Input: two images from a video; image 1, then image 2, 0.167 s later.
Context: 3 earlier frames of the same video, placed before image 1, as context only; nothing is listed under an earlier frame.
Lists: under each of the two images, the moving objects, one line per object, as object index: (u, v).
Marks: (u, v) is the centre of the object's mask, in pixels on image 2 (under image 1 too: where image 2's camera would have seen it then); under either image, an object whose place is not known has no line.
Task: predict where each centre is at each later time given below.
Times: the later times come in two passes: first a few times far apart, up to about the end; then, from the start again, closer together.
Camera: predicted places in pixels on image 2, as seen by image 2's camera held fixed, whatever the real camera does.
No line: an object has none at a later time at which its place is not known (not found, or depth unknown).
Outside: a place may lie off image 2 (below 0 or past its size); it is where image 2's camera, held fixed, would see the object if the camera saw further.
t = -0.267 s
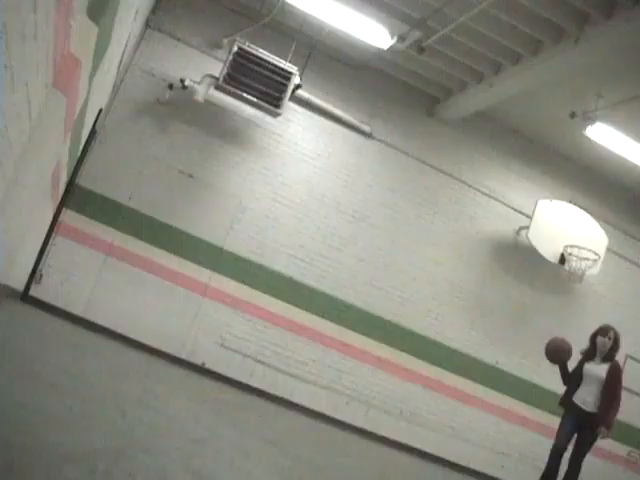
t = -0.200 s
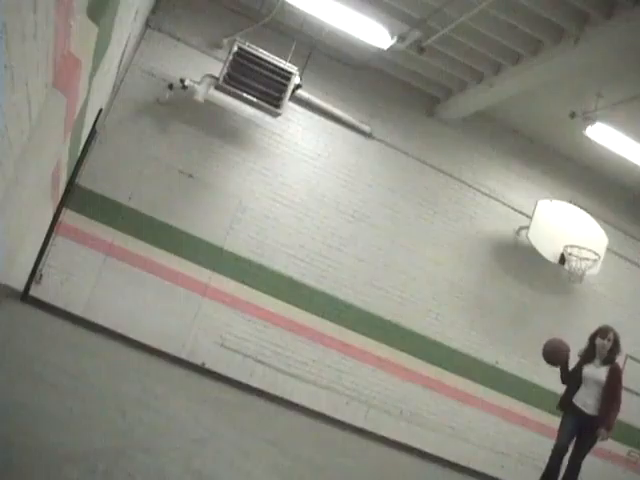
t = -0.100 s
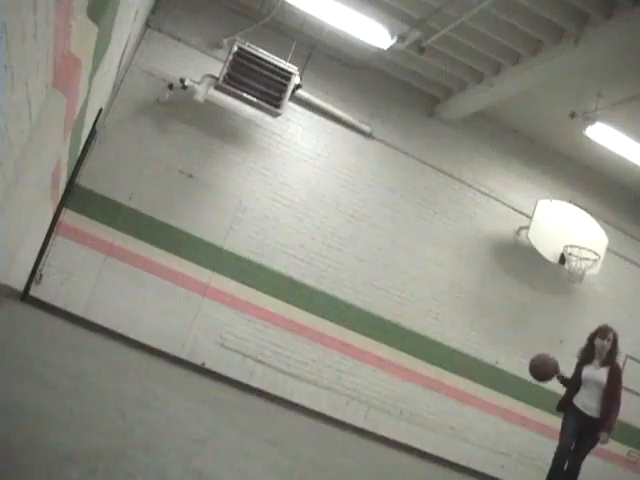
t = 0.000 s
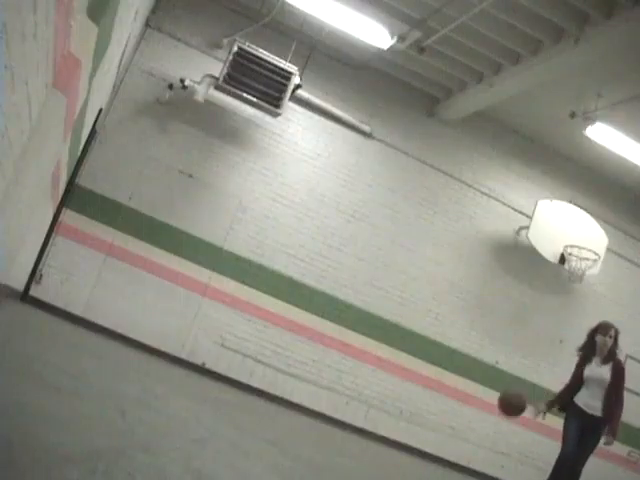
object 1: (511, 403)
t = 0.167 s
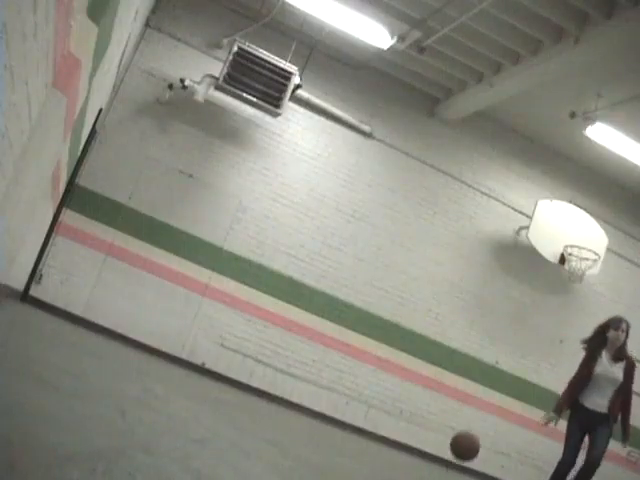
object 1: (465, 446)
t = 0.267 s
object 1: (473, 403)
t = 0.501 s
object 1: (477, 347)
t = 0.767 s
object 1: (453, 365)
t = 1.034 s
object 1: (414, 426)
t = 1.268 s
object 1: (414, 371)
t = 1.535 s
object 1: (383, 393)
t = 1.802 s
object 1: (362, 384)
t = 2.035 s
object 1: (340, 386)
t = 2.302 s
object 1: (317, 378)
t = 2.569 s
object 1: (285, 387)
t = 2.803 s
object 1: (263, 377)
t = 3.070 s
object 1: (238, 368)
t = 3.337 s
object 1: (210, 364)
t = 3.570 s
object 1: (186, 351)
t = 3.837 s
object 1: (157, 341)
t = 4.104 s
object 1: (127, 331)
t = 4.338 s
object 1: (101, 320)
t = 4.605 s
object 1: (69, 307)
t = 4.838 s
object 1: (40, 295)
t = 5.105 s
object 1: (36, 292)
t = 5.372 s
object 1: (46, 297)
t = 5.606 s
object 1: (56, 301)
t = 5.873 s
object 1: (66, 304)
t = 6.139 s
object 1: (75, 308)
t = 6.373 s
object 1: (84, 312)
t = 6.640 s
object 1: (93, 315)
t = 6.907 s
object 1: (101, 319)
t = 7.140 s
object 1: (108, 321)
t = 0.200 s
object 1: (468, 430)
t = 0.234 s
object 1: (471, 416)
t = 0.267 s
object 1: (473, 403)
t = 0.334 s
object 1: (476, 382)
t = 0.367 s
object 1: (478, 371)
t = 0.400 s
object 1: (478, 364)
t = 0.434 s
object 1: (478, 357)
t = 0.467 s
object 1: (478, 352)
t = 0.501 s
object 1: (477, 347)
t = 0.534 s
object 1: (475, 345)
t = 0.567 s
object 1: (474, 343)
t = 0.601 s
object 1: (472, 343)
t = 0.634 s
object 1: (469, 345)
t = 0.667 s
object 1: (466, 347)
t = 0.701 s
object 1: (462, 352)
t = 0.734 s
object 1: (458, 357)
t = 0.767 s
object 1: (453, 365)
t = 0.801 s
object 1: (448, 374)
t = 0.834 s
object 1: (442, 383)
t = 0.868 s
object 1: (437, 394)
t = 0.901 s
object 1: (430, 407)
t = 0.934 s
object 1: (423, 421)
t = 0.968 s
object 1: (415, 437)
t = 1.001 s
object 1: (412, 440)
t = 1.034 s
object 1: (414, 426)
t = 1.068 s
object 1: (416, 414)
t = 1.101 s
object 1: (416, 404)
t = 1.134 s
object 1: (417, 394)
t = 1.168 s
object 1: (416, 386)
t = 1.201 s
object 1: (417, 380)
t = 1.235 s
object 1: (416, 375)
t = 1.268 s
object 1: (414, 371)
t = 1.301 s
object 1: (412, 369)
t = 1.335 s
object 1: (409, 368)
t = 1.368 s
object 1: (406, 369)
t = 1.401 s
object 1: (403, 370)
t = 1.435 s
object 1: (399, 373)
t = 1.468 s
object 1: (394, 379)
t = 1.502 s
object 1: (389, 385)
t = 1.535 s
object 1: (383, 393)
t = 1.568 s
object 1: (376, 403)
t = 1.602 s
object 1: (369, 414)
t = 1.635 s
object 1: (362, 426)
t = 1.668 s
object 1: (362, 416)
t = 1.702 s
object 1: (363, 405)
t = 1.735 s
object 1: (363, 396)
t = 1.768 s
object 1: (363, 389)
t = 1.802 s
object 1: (362, 384)
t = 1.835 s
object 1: (361, 379)
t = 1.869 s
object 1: (359, 376)
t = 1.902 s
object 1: (356, 375)
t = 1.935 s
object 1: (353, 376)
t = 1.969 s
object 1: (349, 378)
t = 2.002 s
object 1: (345, 381)
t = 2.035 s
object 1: (340, 386)
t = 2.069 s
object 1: (334, 393)
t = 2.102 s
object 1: (329, 401)
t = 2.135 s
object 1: (322, 410)
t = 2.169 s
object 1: (322, 402)
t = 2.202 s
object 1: (321, 393)
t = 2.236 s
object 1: (321, 386)
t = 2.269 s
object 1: (319, 381)
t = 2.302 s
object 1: (317, 378)
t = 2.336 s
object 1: (314, 375)
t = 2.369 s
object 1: (311, 375)
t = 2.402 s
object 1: (307, 376)
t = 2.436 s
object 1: (302, 379)
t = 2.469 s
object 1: (297, 384)
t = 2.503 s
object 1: (291, 390)
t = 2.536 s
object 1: (286, 394)
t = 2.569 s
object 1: (285, 387)
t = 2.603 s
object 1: (284, 380)
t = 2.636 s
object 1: (282, 375)
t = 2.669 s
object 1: (279, 372)
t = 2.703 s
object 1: (276, 371)
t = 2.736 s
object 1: (273, 371)
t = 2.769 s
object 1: (268, 373)
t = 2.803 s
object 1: (263, 377)
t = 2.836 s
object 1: (257, 381)
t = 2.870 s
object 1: (255, 379)
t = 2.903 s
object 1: (254, 373)
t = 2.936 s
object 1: (251, 369)
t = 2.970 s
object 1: (249, 367)
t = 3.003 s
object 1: (246, 365)
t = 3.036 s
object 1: (242, 366)
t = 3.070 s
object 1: (238, 368)
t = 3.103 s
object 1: (233, 372)
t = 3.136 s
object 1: (230, 369)
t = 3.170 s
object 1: (228, 364)
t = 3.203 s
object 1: (226, 361)
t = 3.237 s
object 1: (223, 360)
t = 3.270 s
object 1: (219, 360)
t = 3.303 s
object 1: (214, 362)
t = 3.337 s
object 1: (210, 364)
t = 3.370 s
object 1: (208, 359)
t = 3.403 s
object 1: (205, 356)
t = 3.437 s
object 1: (201, 355)
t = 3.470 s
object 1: (197, 355)
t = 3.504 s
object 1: (192, 358)
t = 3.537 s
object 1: (189, 354)
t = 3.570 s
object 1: (186, 351)
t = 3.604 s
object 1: (183, 350)
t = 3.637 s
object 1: (178, 350)
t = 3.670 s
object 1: (174, 350)
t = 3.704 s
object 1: (171, 347)
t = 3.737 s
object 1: (168, 345)
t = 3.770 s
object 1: (163, 346)
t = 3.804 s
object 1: (160, 344)
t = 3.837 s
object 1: (157, 341)
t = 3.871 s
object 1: (152, 342)
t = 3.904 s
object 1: (149, 339)
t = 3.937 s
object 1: (145, 338)
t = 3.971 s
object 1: (141, 337)
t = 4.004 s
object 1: (138, 335)
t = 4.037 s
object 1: (134, 334)
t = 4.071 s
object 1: (131, 332)
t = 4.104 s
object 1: (127, 331)
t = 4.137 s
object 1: (123, 329)
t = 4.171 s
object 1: (120, 328)
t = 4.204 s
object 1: (116, 327)
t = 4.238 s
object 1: (112, 325)
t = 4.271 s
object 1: (109, 323)
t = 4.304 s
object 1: (105, 322)
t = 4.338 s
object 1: (101, 320)
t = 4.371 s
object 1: (97, 318)
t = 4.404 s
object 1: (93, 317)
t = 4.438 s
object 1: (89, 315)
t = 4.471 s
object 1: (85, 313)
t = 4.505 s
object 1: (80, 312)
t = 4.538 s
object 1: (77, 310)
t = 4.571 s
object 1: (73, 308)
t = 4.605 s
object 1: (69, 307)
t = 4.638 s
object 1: (64, 305)
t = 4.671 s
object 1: (60, 304)
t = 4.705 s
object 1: (56, 302)
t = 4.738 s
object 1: (53, 300)
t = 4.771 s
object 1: (49, 299)
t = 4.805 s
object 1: (44, 297)
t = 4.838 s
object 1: (40, 295)
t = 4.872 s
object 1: (36, 294)
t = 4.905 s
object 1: (32, 292)
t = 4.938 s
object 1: (28, 290)
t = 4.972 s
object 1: (27, 289)
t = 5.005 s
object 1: (30, 289)
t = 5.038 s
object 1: (33, 292)
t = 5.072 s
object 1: (34, 291)
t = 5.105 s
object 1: (36, 292)
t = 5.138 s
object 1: (37, 293)
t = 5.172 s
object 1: (38, 293)
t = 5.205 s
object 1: (39, 294)
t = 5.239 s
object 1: (41, 295)
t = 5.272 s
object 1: (42, 295)
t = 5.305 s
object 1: (44, 296)
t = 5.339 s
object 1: (45, 296)
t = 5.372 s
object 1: (46, 297)
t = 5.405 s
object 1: (48, 297)
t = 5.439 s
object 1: (49, 298)
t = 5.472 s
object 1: (50, 298)
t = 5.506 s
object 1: (51, 299)
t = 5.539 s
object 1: (52, 299)
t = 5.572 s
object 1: (54, 300)
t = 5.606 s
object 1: (56, 301)
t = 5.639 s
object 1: (57, 301)
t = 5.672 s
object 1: (59, 302)
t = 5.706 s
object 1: (60, 302)
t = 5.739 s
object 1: (61, 303)
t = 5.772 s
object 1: (62, 303)
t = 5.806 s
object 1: (64, 304)
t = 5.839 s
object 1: (65, 304)
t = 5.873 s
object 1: (66, 304)
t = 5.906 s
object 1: (67, 305)
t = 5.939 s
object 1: (68, 306)
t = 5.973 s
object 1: (69, 306)
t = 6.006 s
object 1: (71, 307)
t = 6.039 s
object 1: (72, 307)
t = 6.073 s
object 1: (73, 308)
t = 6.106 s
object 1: (74, 308)
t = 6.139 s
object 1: (75, 308)
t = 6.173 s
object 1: (76, 309)
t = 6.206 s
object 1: (78, 310)
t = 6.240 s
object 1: (79, 310)
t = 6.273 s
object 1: (80, 310)
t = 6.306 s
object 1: (81, 311)
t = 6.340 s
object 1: (82, 311)
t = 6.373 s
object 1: (84, 312)
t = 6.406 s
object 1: (85, 312)
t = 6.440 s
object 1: (86, 313)
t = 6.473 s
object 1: (87, 313)
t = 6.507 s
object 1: (88, 314)
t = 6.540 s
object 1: (89, 314)
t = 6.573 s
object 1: (90, 315)
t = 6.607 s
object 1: (91, 315)
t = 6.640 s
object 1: (93, 315)
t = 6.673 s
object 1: (94, 316)
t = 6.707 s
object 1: (95, 316)
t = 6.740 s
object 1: (96, 317)
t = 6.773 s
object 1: (97, 317)
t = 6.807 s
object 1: (98, 318)
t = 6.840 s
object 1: (99, 318)
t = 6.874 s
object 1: (100, 318)
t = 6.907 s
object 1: (101, 319)
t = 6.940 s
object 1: (102, 319)
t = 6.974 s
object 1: (103, 319)
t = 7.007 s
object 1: (104, 320)
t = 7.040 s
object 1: (105, 320)
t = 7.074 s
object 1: (105, 321)
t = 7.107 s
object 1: (107, 321)
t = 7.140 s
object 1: (108, 321)
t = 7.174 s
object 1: (108, 322)
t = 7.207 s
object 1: (110, 322)
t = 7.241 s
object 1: (111, 323)
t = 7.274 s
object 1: (112, 323)
